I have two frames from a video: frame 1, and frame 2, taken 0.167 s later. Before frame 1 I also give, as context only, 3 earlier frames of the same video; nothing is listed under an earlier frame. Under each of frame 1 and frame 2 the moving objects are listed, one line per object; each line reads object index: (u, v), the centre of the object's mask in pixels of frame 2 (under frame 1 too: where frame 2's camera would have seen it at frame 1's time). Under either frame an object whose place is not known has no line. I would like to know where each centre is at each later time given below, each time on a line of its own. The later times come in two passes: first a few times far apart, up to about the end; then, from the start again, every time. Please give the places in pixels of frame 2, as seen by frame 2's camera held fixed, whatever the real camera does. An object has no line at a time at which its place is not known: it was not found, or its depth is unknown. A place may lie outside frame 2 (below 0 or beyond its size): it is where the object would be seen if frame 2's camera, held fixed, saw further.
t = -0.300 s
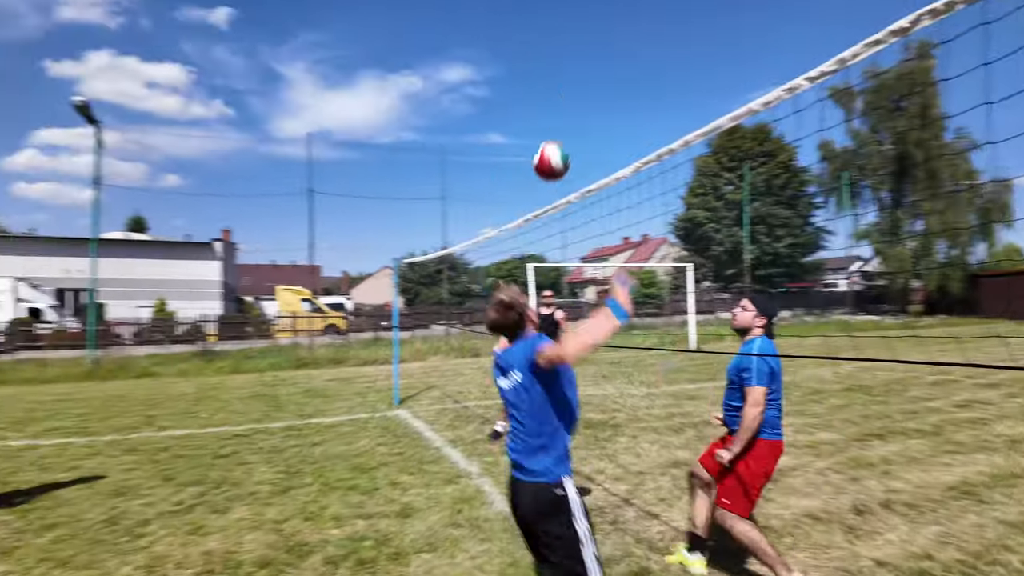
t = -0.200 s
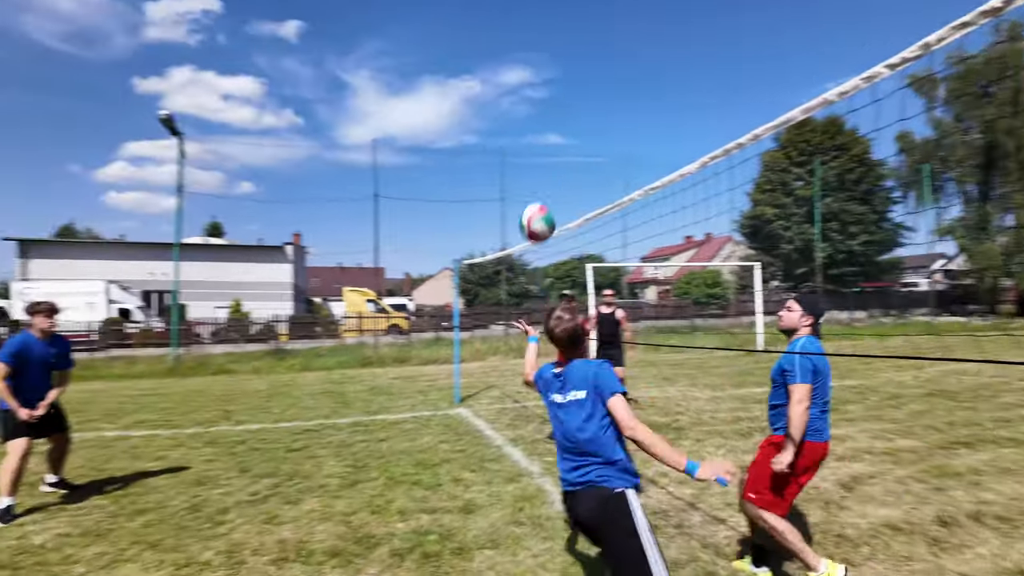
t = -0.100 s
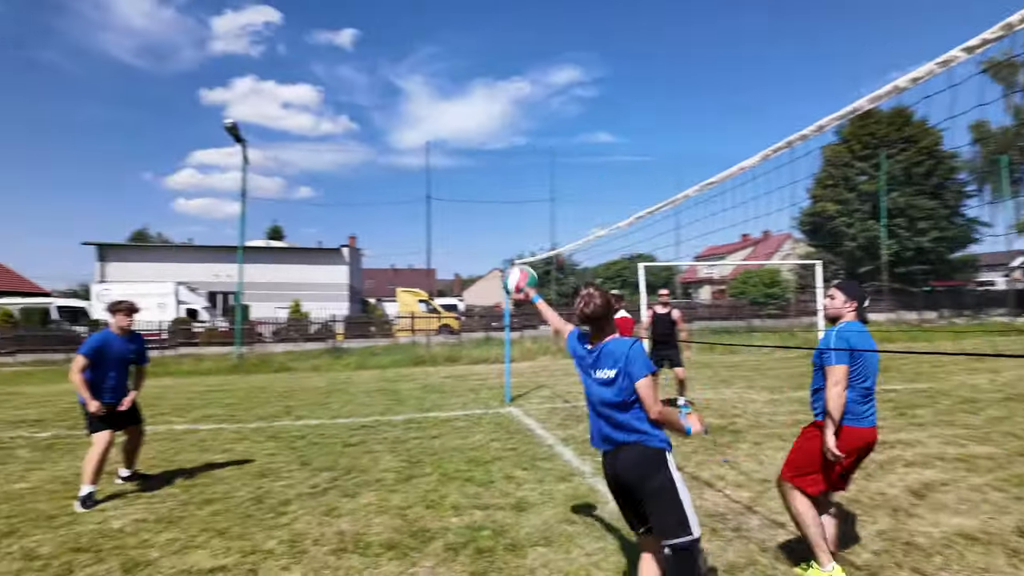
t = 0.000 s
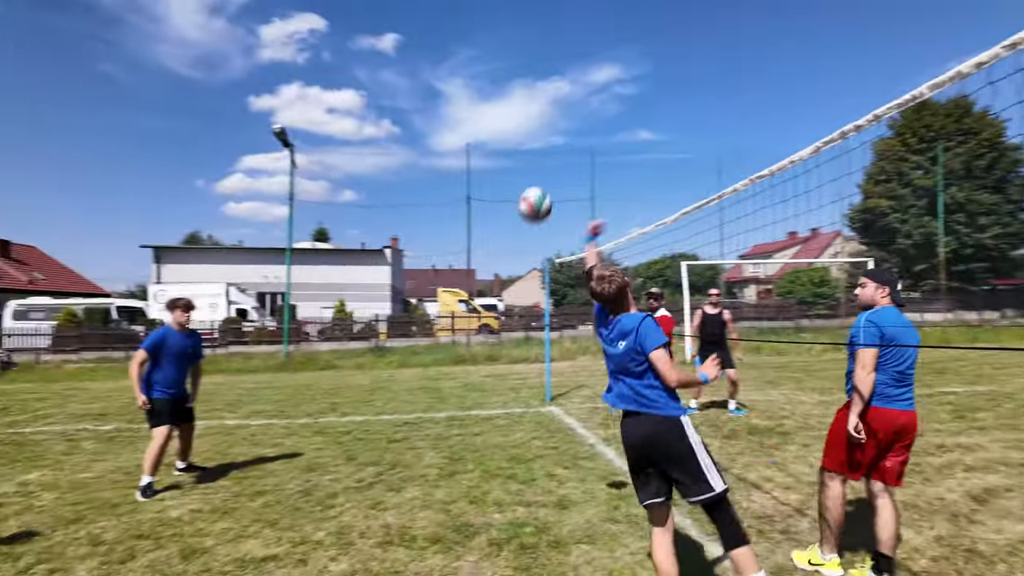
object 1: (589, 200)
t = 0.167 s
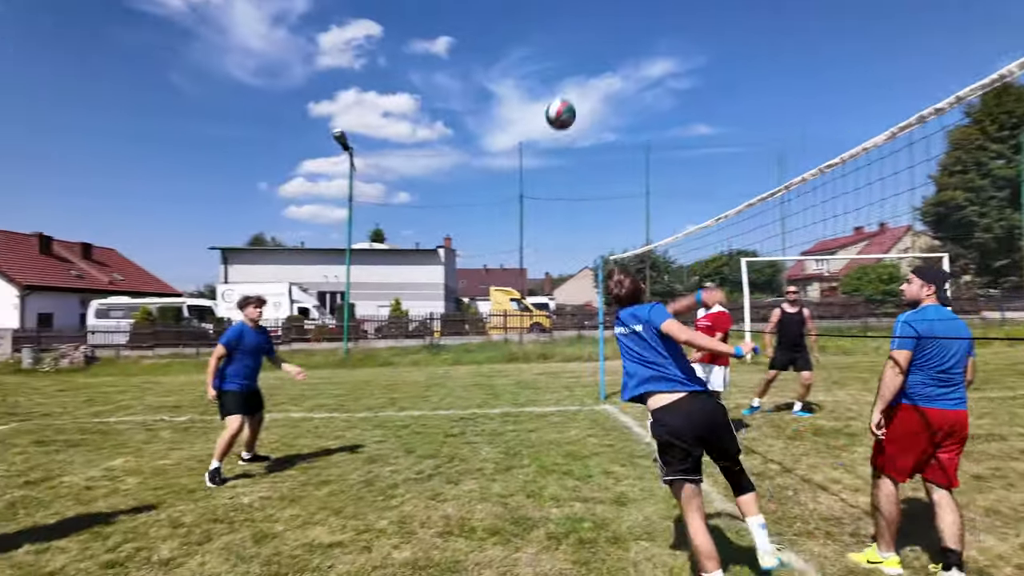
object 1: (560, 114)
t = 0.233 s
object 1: (551, 93)
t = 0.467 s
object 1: (522, 79)
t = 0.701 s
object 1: (498, 128)
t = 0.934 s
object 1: (477, 221)
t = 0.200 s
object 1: (555, 102)
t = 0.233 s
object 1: (551, 93)
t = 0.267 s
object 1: (546, 87)
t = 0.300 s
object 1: (541, 82)
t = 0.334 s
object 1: (537, 78)
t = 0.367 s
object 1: (533, 76)
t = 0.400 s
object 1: (530, 76)
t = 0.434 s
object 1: (525, 77)
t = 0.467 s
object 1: (522, 79)
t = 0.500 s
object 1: (518, 83)
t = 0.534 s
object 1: (514, 88)
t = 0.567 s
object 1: (511, 94)
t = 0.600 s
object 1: (507, 101)
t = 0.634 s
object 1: (504, 109)
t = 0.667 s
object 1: (501, 119)
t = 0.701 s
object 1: (498, 128)
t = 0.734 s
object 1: (494, 139)
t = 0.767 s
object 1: (492, 152)
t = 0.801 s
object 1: (489, 165)
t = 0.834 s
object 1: (486, 178)
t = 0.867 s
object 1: (483, 192)
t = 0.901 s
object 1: (480, 207)
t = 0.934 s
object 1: (477, 221)
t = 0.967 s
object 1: (474, 238)
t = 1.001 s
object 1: (471, 254)
